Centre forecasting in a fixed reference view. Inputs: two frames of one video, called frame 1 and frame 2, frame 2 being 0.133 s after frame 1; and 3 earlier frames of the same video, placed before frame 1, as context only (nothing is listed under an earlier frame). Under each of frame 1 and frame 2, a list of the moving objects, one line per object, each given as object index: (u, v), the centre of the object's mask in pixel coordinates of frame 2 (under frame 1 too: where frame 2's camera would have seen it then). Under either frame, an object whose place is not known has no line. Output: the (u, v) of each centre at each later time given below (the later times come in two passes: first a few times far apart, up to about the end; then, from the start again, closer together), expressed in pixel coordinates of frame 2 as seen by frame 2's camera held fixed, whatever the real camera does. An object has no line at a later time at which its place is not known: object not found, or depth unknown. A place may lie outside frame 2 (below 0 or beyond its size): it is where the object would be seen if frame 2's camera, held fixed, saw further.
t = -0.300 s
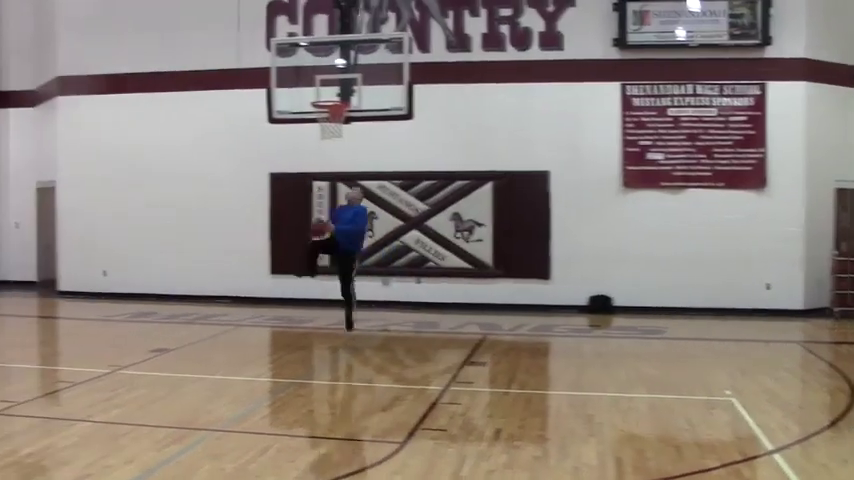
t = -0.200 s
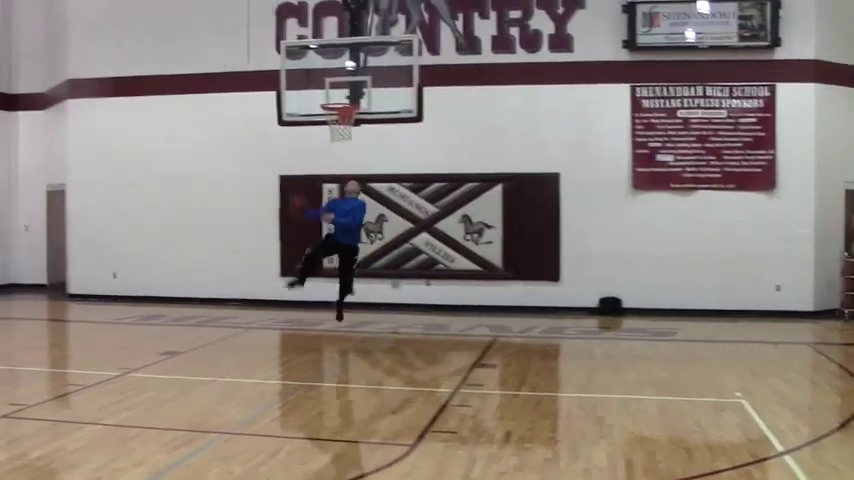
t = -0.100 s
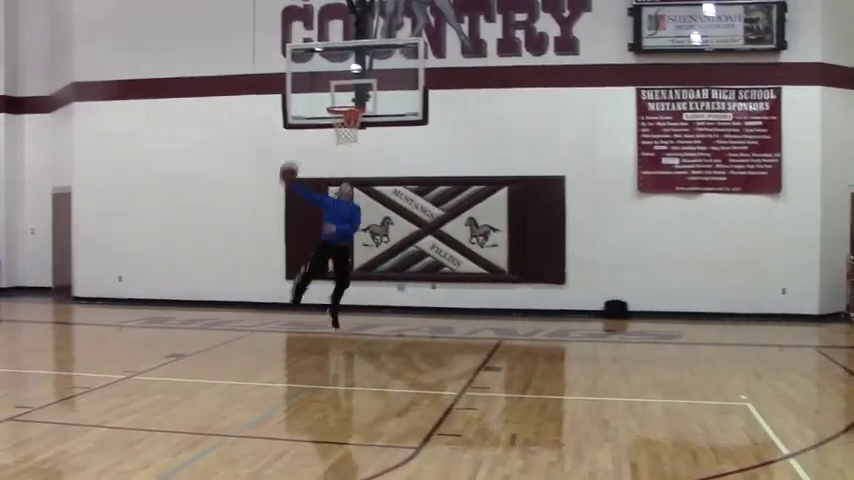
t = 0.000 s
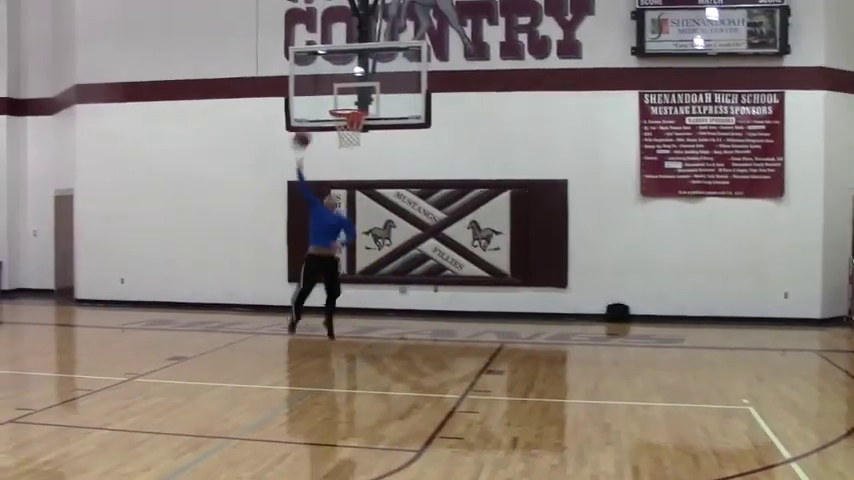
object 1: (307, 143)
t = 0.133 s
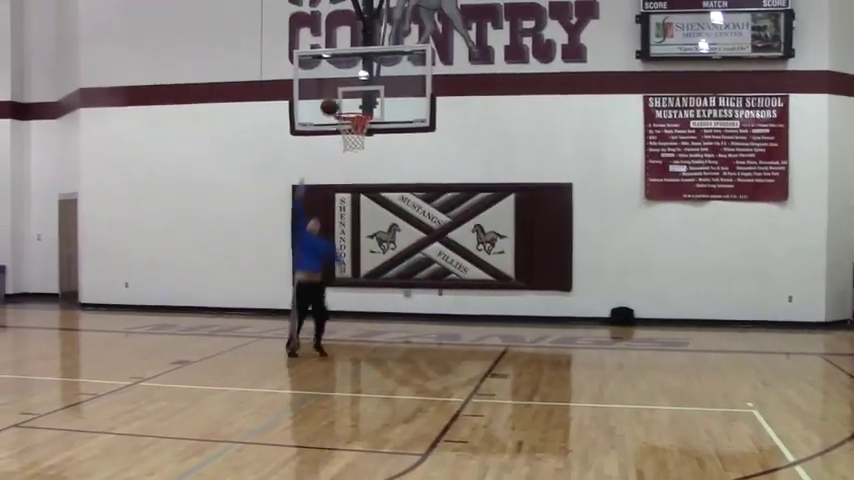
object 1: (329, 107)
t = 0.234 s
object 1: (332, 96)
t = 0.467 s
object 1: (340, 101)
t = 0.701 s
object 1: (348, 152)
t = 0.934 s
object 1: (358, 254)
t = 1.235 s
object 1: (366, 322)
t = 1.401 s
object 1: (367, 263)
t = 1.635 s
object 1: (368, 223)
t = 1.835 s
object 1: (369, 229)
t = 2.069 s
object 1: (373, 281)
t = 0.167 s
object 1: (330, 103)
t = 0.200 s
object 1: (331, 100)
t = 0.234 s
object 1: (332, 96)
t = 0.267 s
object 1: (334, 95)
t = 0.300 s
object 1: (335, 94)
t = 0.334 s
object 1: (336, 94)
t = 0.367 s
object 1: (337, 94)
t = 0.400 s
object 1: (337, 95)
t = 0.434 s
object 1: (338, 97)
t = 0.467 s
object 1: (340, 101)
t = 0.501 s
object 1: (341, 104)
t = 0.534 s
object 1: (342, 110)
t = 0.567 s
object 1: (343, 116)
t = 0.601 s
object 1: (344, 124)
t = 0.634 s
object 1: (345, 132)
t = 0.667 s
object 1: (346, 143)
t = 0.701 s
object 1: (348, 152)
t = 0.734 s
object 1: (349, 162)
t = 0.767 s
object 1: (350, 174)
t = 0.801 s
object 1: (351, 183)
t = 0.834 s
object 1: (353, 205)
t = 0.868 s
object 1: (355, 221)
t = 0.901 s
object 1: (357, 236)
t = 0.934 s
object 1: (358, 254)
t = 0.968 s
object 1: (360, 273)
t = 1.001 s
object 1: (362, 290)
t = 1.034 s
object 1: (363, 320)
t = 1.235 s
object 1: (366, 322)
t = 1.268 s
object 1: (367, 306)
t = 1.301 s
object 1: (366, 296)
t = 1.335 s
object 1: (366, 285)
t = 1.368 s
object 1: (367, 274)
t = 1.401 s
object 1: (367, 263)
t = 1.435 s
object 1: (367, 254)
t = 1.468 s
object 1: (367, 247)
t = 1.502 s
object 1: (368, 240)
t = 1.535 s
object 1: (368, 234)
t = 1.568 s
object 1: (368, 229)
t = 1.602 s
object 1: (369, 226)
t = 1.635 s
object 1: (368, 223)
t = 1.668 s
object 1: (369, 222)
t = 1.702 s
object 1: (369, 222)
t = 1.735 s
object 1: (369, 222)
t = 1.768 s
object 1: (370, 223)
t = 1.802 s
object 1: (370, 225)
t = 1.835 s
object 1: (369, 229)
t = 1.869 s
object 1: (370, 233)
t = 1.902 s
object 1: (370, 239)
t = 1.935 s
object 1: (371, 245)
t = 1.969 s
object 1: (371, 252)
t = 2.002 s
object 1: (372, 260)
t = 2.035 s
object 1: (372, 271)
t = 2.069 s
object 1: (373, 281)
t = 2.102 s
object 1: (372, 291)
